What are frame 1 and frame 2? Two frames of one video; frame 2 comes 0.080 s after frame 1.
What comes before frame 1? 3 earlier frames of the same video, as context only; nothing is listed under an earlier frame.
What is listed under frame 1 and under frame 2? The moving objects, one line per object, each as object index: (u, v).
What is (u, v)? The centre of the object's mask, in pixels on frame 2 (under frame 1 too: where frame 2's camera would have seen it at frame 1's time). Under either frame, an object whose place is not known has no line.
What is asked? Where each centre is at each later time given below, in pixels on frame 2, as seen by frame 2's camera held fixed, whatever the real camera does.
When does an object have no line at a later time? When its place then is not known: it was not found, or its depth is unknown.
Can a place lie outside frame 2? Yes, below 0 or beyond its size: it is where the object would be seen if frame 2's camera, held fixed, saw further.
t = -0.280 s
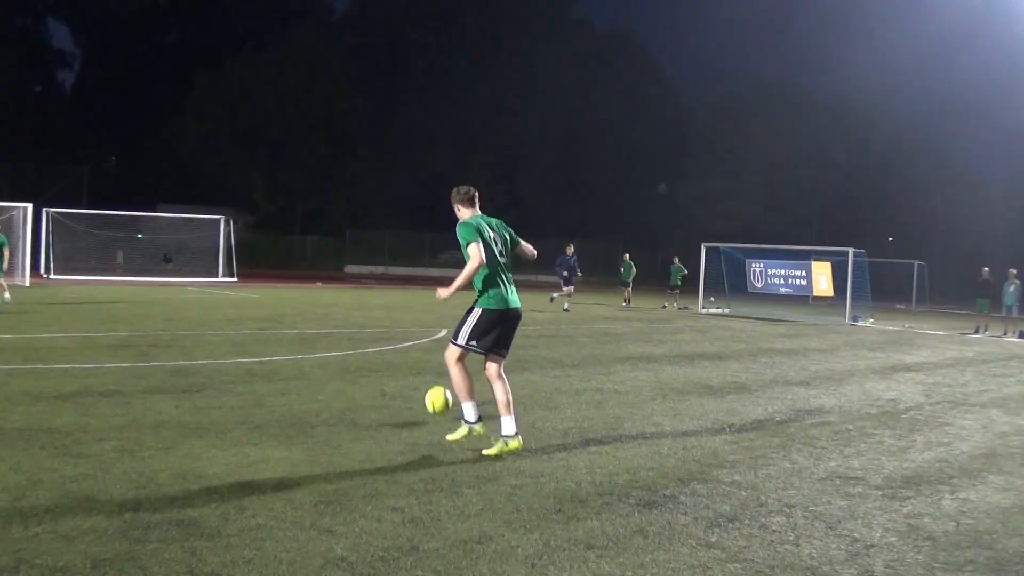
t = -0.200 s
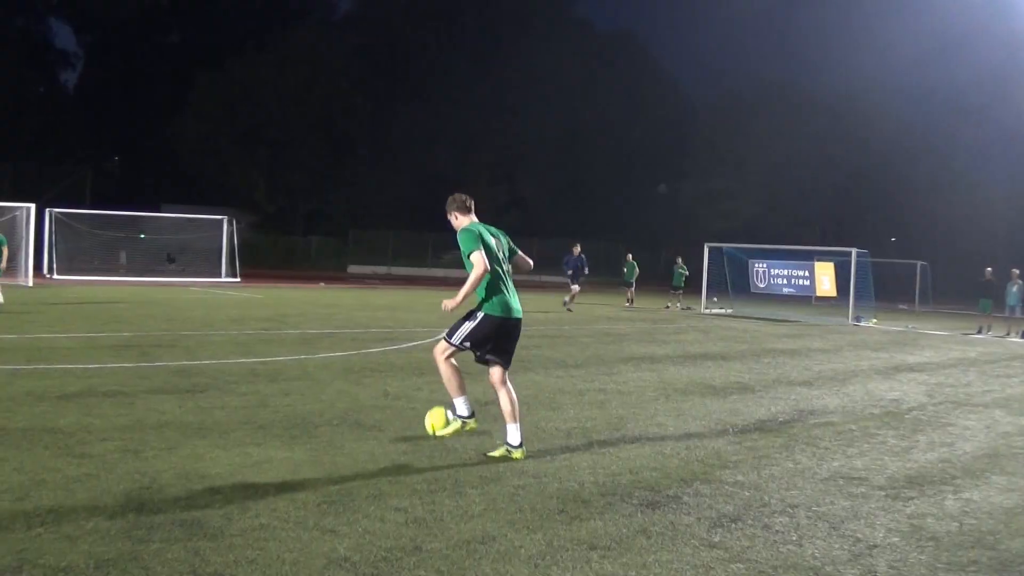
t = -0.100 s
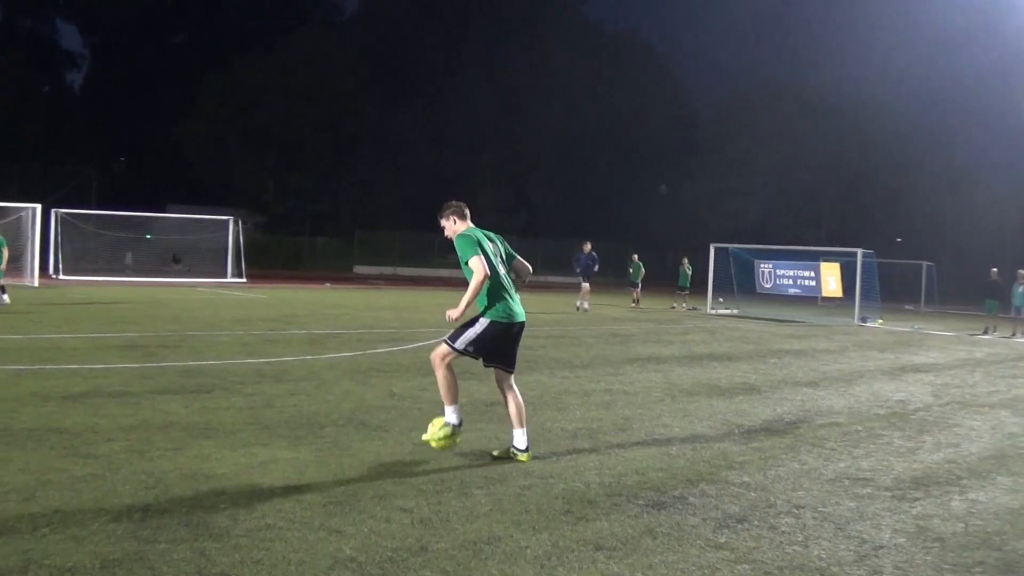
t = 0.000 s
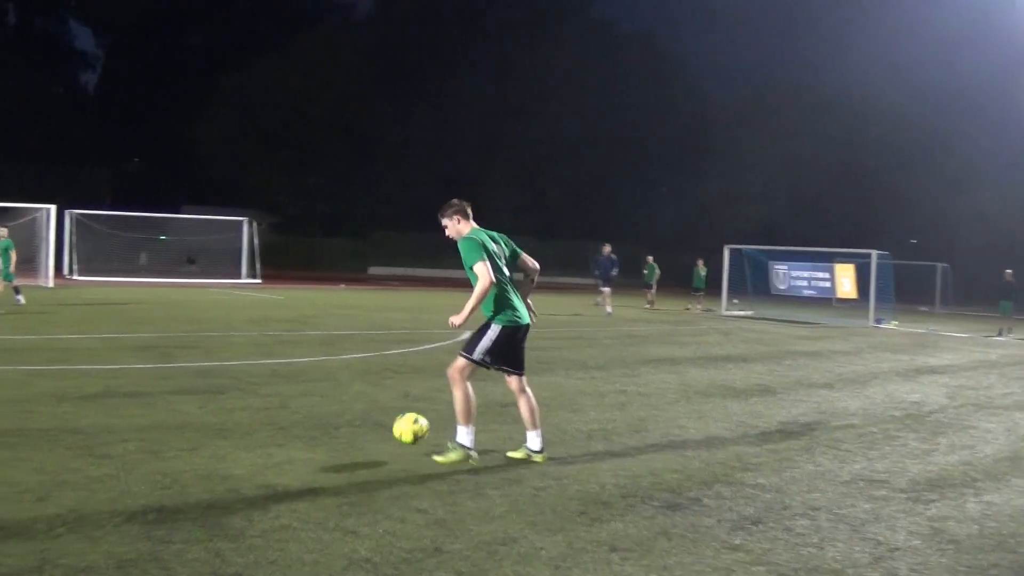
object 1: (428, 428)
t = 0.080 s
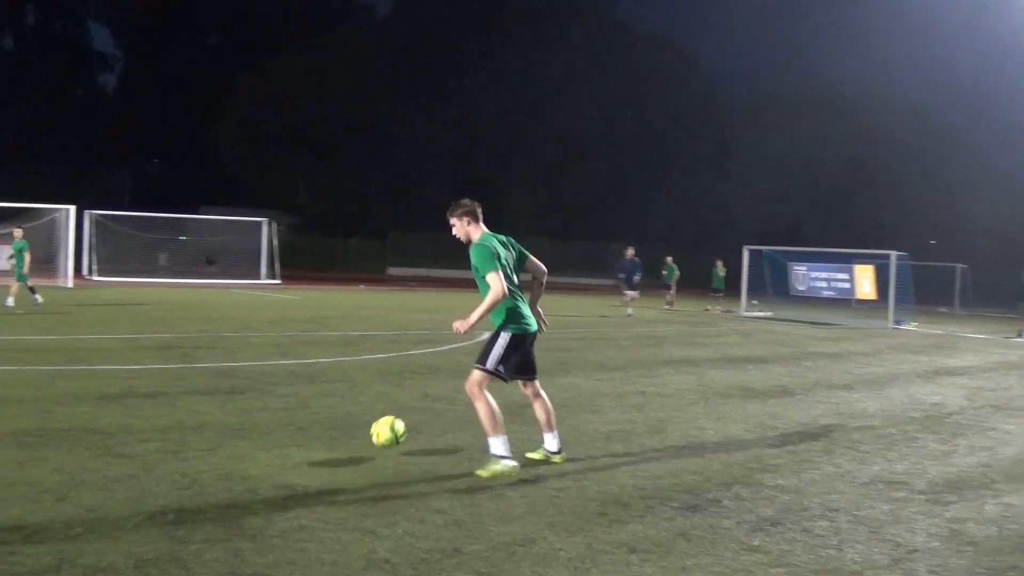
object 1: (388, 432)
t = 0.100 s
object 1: (378, 433)
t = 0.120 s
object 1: (368, 436)
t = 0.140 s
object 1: (359, 438)
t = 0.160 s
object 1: (352, 436)
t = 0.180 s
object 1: (345, 434)
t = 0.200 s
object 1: (337, 433)
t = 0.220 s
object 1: (330, 431)
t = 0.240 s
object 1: (323, 431)
